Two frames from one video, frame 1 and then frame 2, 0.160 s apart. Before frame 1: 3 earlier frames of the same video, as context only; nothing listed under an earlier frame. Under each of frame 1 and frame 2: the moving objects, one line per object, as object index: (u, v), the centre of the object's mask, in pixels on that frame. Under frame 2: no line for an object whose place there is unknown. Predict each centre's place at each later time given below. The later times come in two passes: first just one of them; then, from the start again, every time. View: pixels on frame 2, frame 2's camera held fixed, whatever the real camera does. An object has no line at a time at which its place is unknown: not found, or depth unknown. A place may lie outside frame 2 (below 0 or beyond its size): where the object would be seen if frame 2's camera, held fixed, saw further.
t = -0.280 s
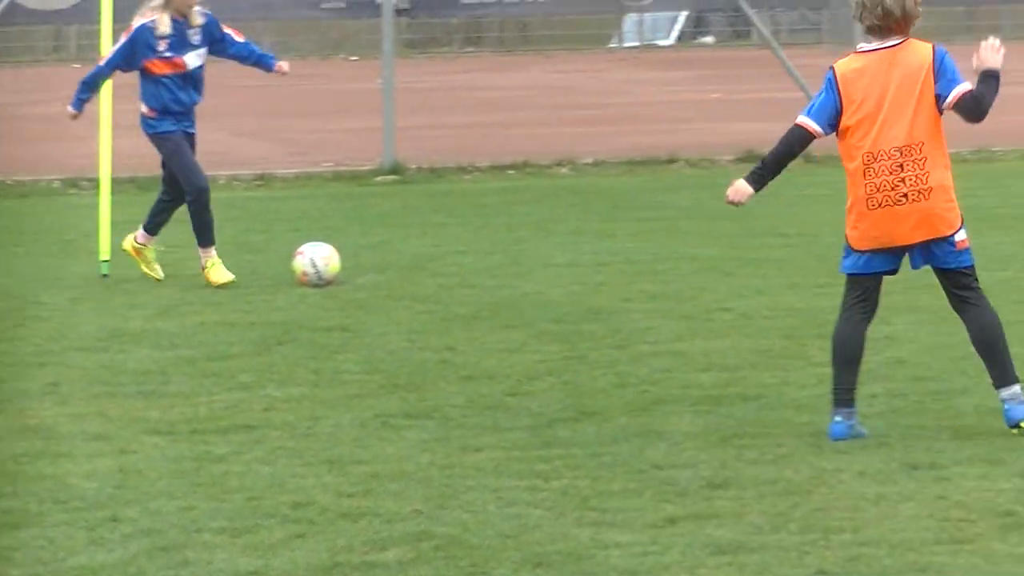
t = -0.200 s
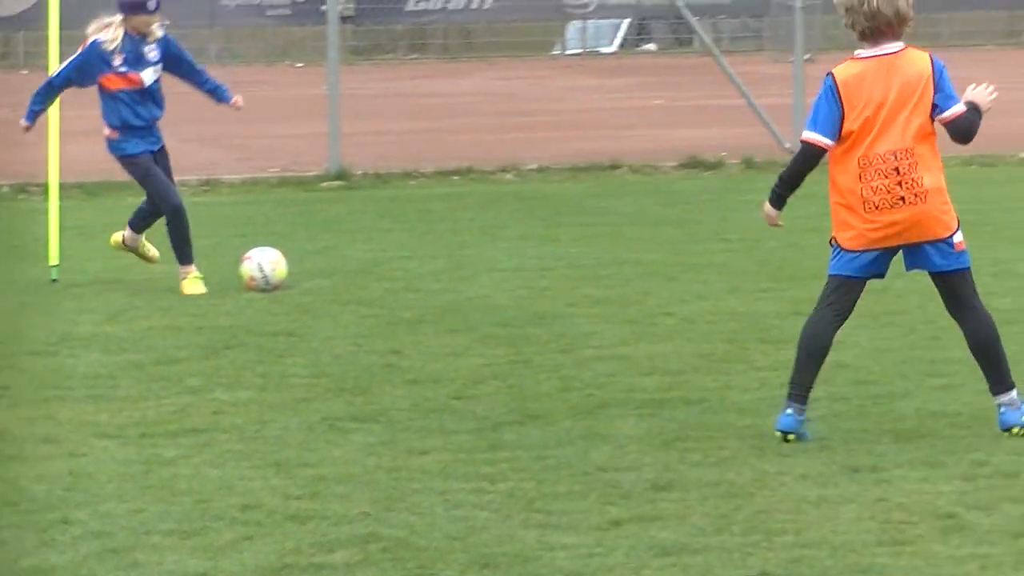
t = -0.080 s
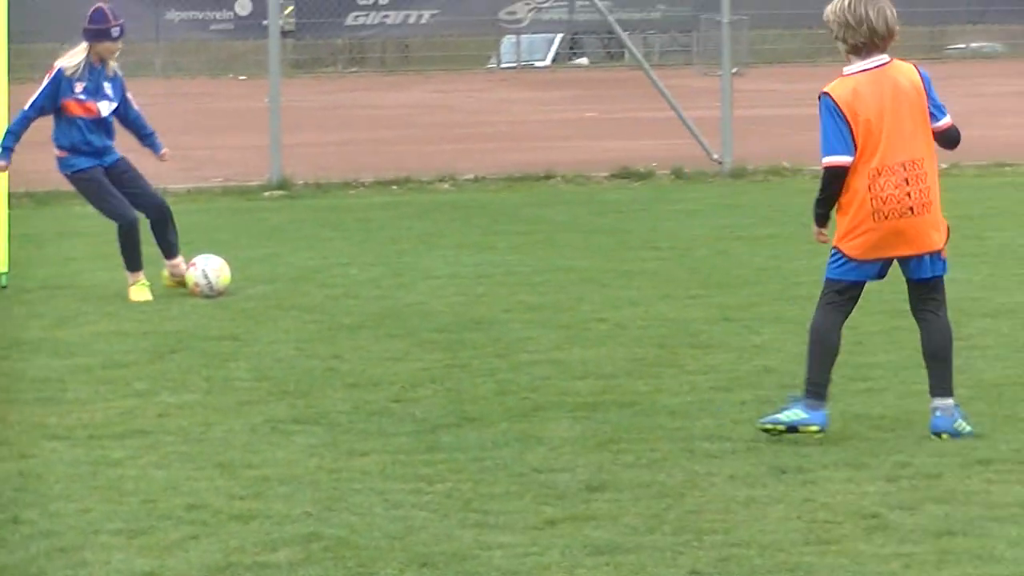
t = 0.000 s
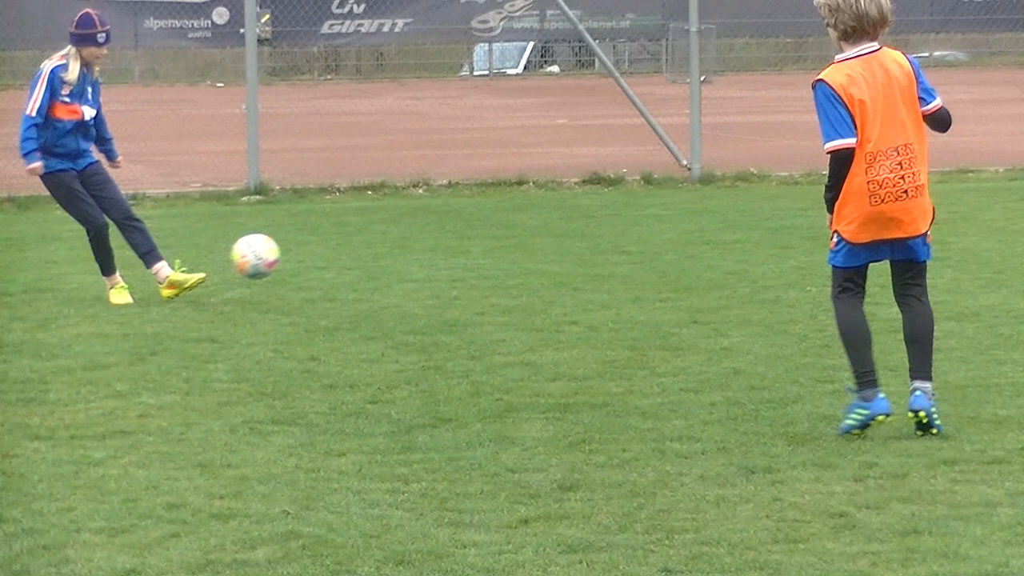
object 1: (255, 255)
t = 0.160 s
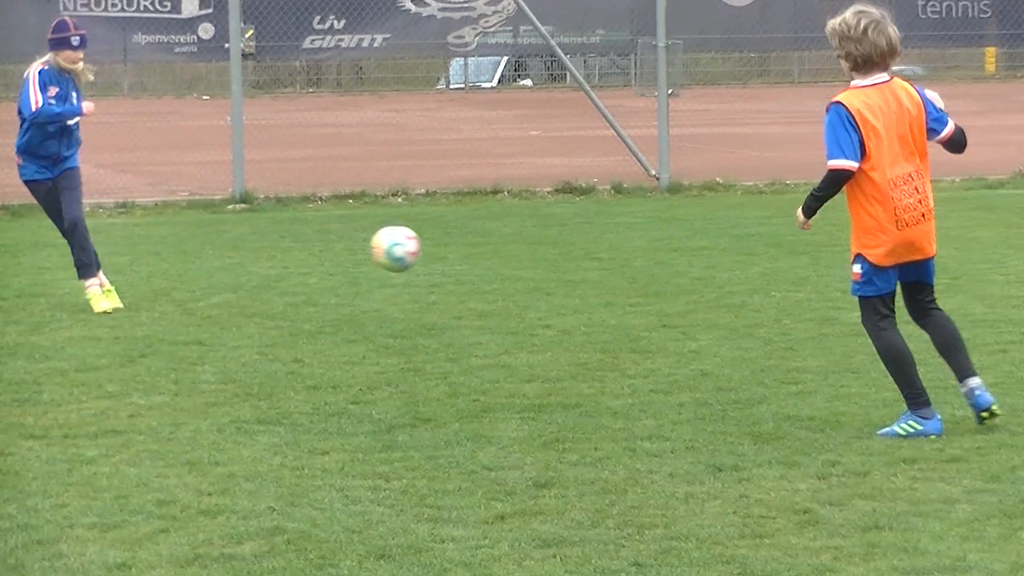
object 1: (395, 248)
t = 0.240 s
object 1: (479, 264)
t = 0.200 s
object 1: (436, 254)
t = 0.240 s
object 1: (479, 264)
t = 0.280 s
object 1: (521, 278)
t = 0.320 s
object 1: (565, 297)
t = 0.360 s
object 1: (610, 320)
